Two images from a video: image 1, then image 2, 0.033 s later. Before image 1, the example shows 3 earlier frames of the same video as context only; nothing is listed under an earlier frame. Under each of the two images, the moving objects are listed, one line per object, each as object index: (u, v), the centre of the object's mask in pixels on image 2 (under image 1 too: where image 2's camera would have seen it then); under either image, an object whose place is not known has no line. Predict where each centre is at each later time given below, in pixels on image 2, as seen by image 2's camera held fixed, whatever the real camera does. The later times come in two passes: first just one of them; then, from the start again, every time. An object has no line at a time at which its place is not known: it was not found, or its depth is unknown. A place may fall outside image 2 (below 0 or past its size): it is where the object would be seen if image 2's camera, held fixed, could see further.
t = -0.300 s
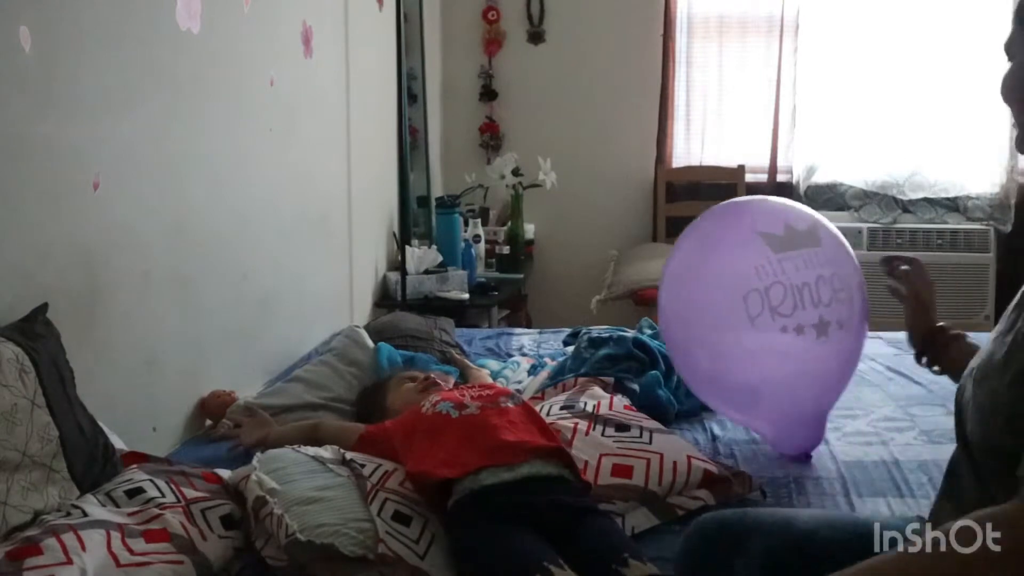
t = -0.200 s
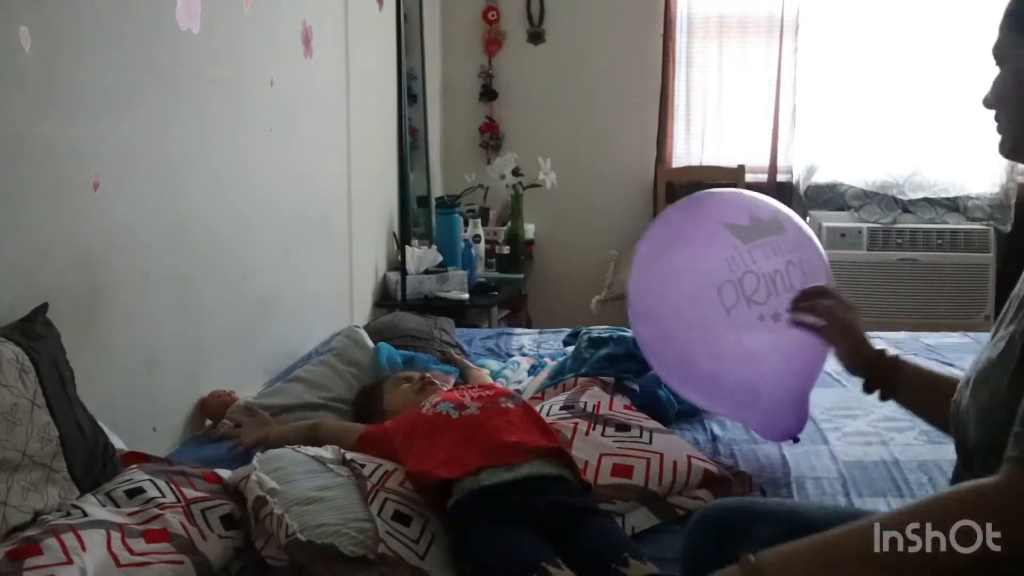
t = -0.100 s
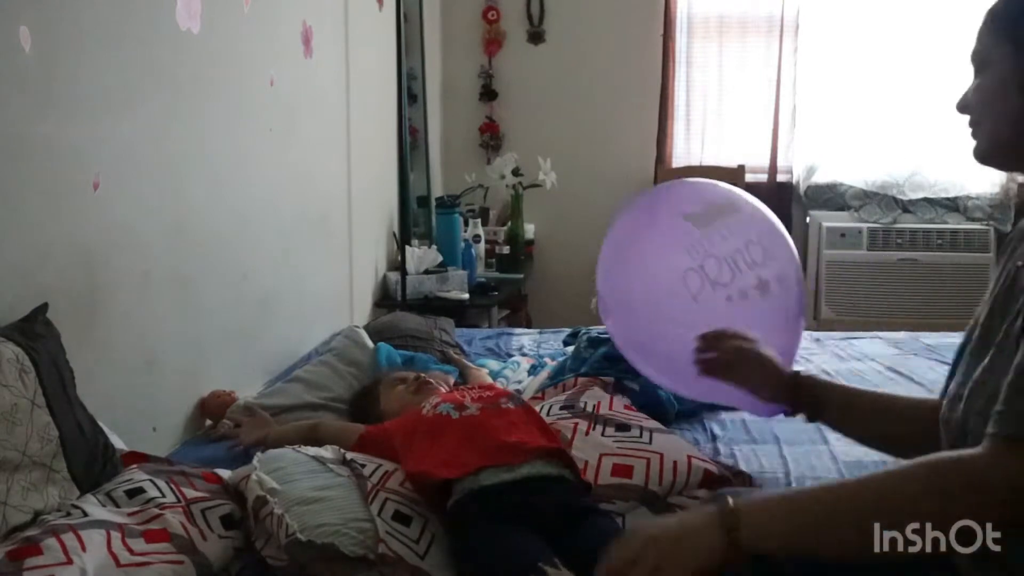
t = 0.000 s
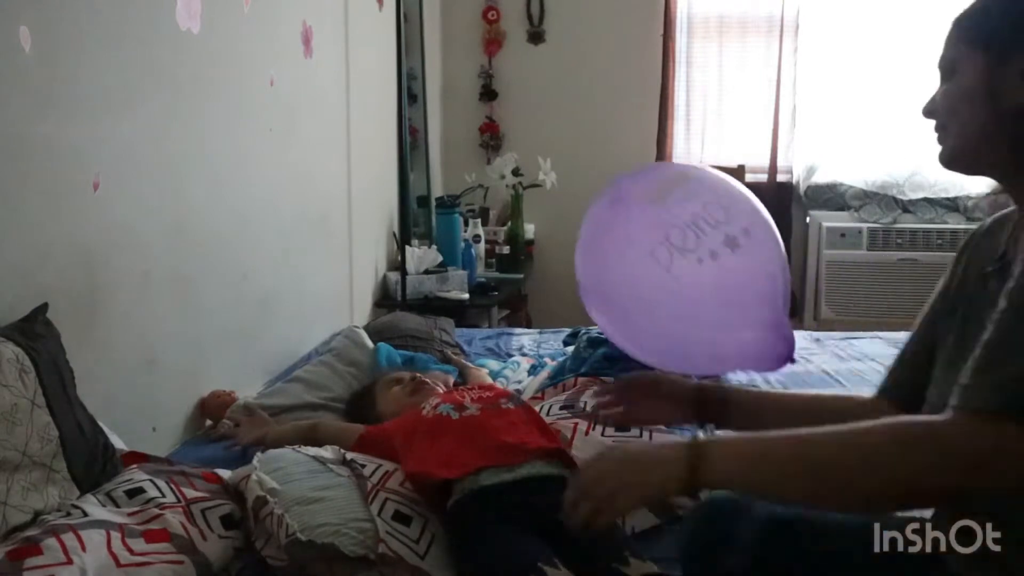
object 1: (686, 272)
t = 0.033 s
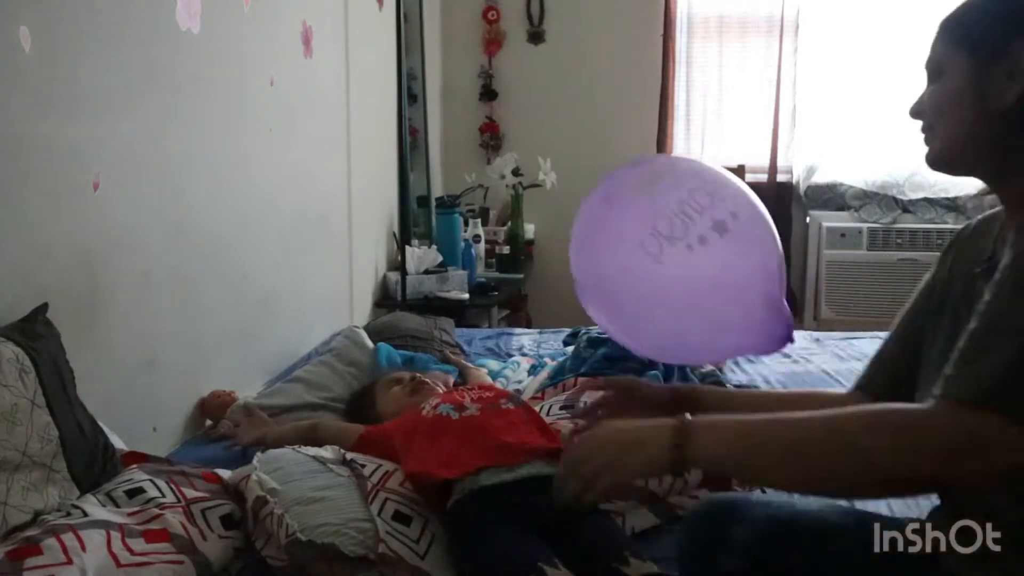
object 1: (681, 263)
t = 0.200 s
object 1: (647, 218)
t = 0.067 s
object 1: (675, 254)
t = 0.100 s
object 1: (669, 245)
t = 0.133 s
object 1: (662, 237)
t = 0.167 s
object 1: (655, 228)
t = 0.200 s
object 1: (647, 218)
